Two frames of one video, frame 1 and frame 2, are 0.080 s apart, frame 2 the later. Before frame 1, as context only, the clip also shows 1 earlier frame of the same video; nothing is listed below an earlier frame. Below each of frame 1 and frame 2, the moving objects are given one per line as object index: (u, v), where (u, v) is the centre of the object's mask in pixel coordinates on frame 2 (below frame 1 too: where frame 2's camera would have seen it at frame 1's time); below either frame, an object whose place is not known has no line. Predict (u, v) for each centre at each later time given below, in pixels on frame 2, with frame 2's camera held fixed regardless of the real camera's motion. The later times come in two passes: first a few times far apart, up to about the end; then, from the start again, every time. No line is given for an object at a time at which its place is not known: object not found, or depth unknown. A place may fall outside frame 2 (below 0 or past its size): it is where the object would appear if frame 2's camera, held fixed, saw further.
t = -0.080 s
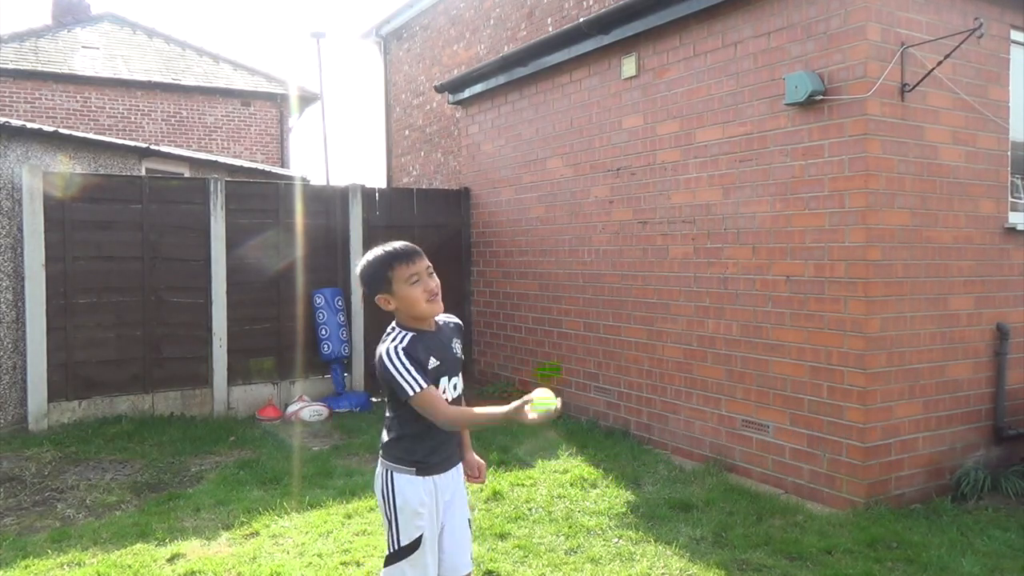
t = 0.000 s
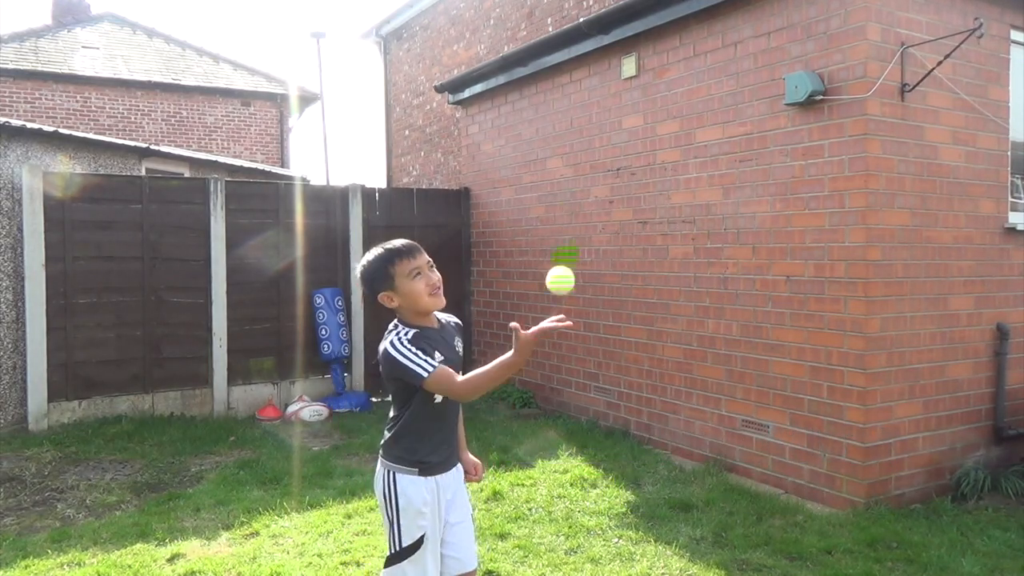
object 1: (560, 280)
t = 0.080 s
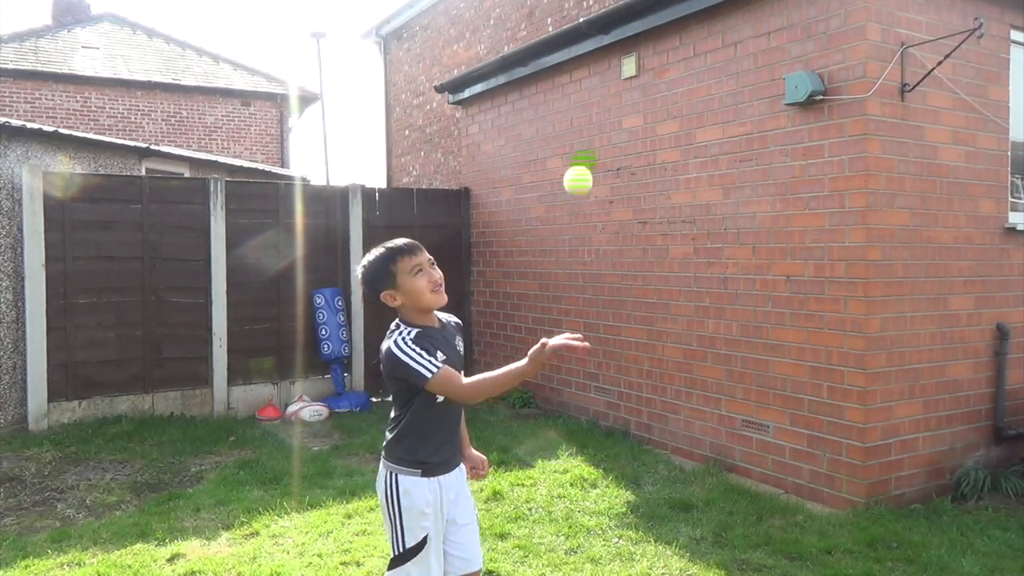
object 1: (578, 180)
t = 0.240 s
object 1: (614, 53)
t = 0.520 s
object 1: (682, 78)
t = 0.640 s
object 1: (713, 190)
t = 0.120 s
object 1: (587, 139)
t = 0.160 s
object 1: (596, 104)
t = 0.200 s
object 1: (605, 75)
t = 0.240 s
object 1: (614, 53)
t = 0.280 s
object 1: (623, 37)
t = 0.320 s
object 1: (633, 27)
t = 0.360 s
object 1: (642, 24)
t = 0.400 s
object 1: (652, 28)
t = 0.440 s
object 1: (662, 37)
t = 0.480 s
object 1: (673, 55)
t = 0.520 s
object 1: (682, 78)
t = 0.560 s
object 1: (693, 110)
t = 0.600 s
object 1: (703, 145)
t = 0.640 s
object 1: (713, 190)
